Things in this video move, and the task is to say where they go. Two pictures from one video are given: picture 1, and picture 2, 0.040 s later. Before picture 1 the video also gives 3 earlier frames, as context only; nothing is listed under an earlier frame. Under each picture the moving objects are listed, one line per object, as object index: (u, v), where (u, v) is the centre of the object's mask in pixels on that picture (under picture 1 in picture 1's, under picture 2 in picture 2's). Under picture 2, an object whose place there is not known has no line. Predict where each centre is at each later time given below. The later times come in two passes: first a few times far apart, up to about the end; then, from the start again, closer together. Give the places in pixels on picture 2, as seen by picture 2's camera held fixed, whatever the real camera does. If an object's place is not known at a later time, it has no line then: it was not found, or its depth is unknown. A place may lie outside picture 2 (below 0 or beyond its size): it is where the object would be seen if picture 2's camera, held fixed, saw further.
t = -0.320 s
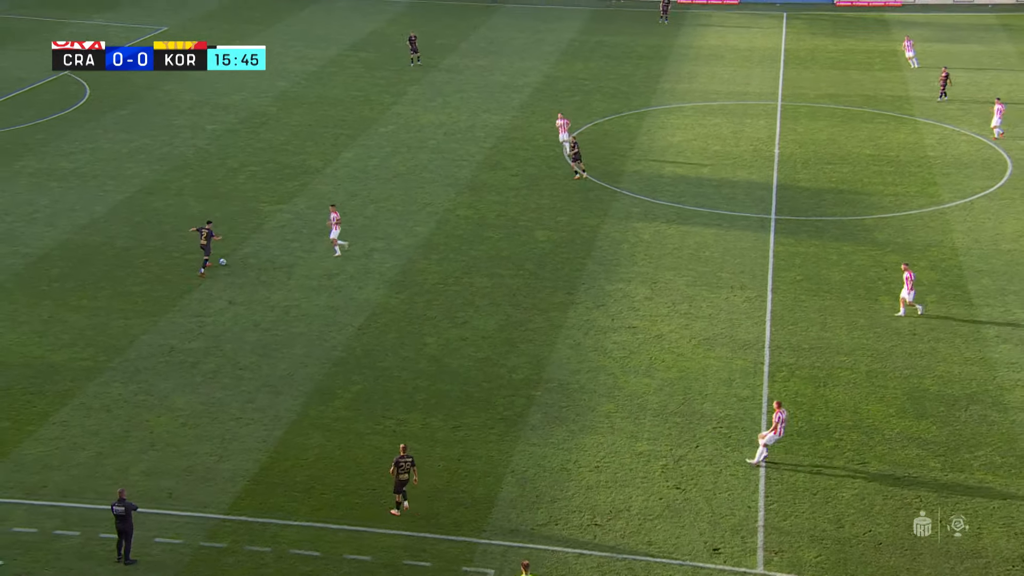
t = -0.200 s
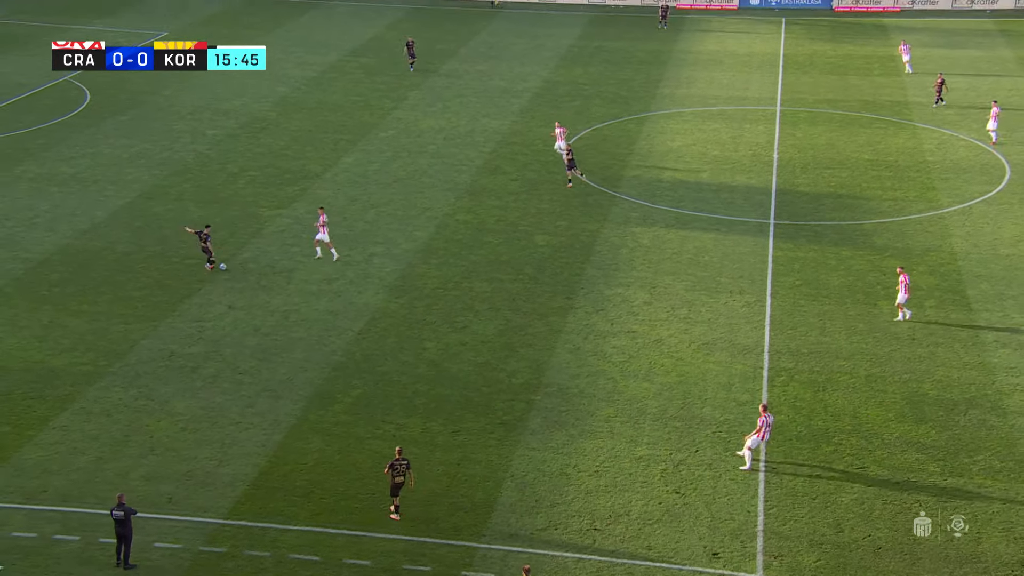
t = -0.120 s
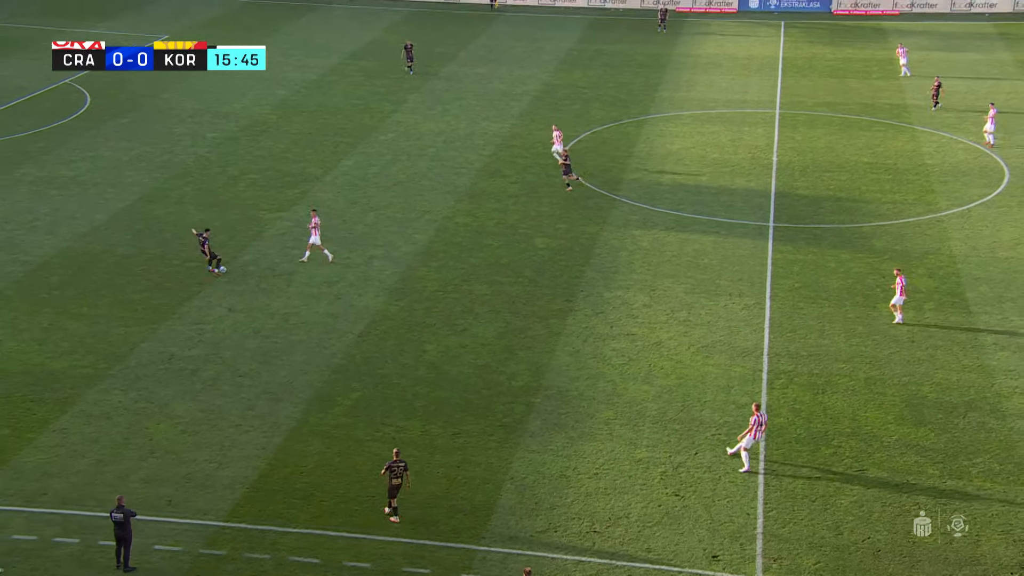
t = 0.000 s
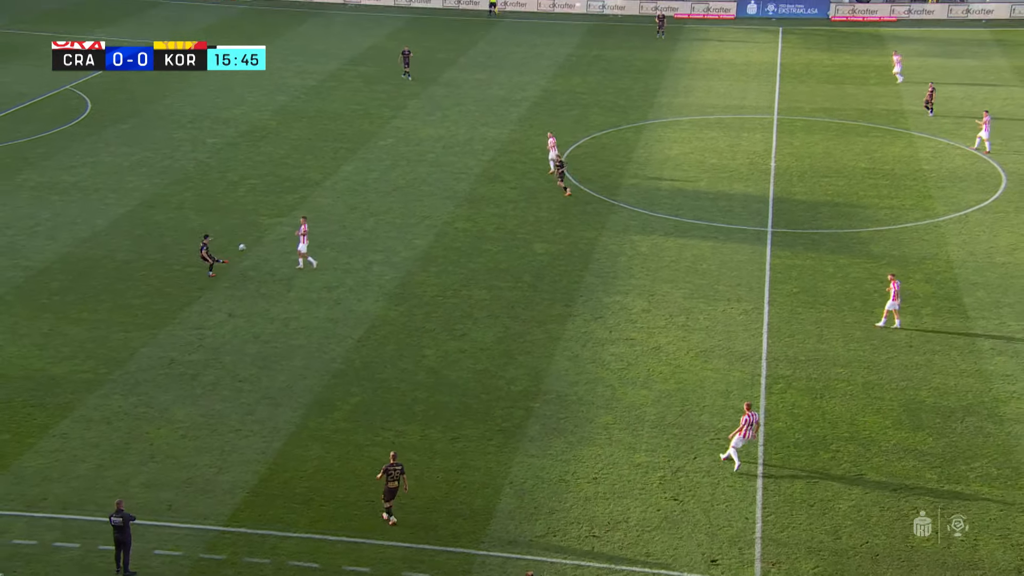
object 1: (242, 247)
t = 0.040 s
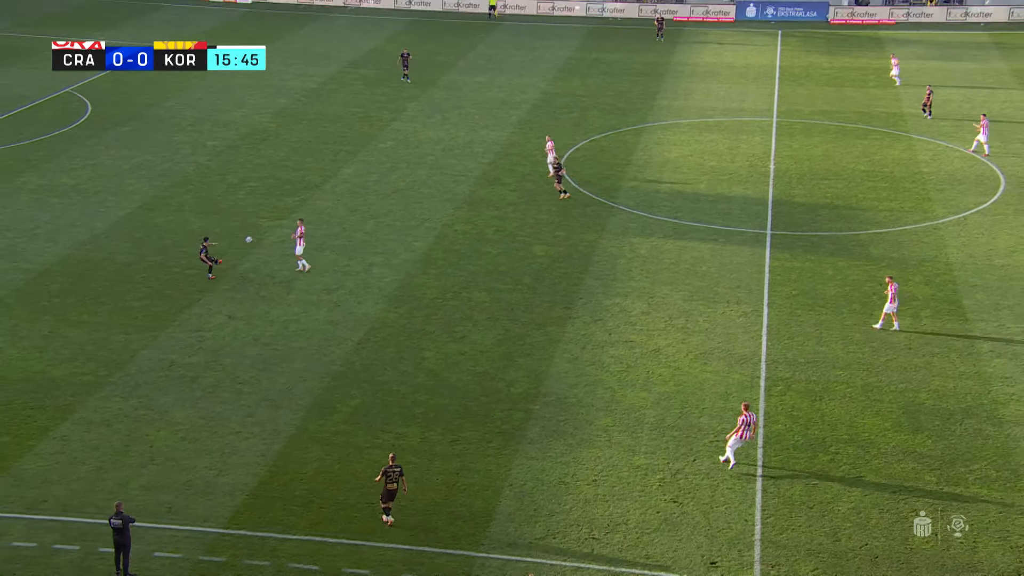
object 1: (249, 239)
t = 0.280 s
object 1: (283, 194)
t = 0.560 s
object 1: (309, 168)
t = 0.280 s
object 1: (283, 194)
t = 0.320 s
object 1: (287, 189)
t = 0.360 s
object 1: (292, 184)
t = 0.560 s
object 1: (309, 168)
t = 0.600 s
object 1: (311, 165)
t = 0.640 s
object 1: (314, 163)
